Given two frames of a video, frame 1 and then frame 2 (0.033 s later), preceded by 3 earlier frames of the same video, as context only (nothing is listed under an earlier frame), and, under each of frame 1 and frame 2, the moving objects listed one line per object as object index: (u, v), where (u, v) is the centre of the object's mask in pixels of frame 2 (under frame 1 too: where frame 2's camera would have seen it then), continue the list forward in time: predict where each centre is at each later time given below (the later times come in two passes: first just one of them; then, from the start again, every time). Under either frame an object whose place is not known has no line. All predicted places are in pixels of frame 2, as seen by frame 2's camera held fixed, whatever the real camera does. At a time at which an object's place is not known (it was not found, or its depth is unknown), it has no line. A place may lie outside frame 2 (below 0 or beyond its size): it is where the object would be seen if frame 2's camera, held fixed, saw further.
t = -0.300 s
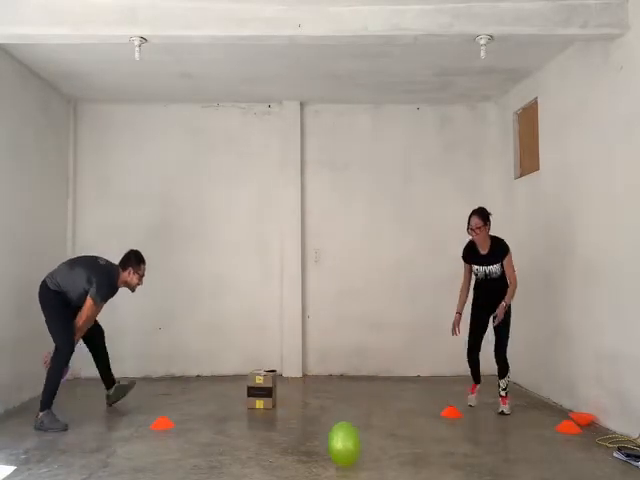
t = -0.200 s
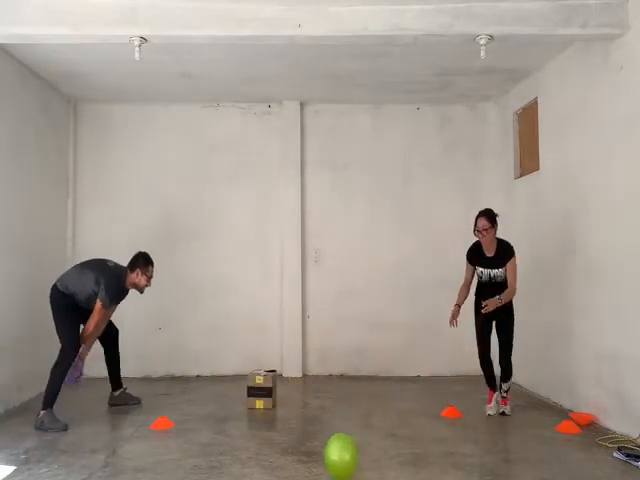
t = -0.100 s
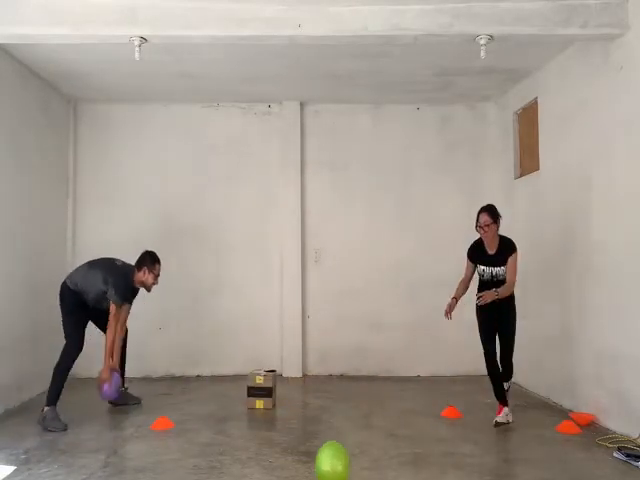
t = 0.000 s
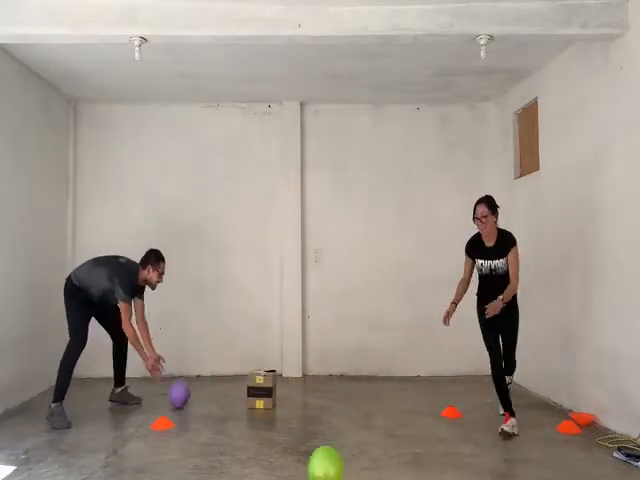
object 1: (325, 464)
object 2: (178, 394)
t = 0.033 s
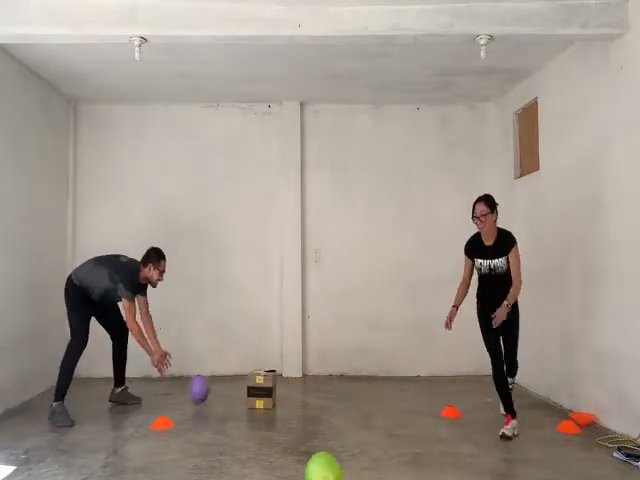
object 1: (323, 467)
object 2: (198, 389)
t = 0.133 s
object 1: (312, 470)
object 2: (239, 376)
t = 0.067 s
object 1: (320, 468)
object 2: (217, 385)
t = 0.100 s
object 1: (316, 468)
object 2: (236, 381)
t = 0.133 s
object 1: (312, 470)
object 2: (239, 376)
